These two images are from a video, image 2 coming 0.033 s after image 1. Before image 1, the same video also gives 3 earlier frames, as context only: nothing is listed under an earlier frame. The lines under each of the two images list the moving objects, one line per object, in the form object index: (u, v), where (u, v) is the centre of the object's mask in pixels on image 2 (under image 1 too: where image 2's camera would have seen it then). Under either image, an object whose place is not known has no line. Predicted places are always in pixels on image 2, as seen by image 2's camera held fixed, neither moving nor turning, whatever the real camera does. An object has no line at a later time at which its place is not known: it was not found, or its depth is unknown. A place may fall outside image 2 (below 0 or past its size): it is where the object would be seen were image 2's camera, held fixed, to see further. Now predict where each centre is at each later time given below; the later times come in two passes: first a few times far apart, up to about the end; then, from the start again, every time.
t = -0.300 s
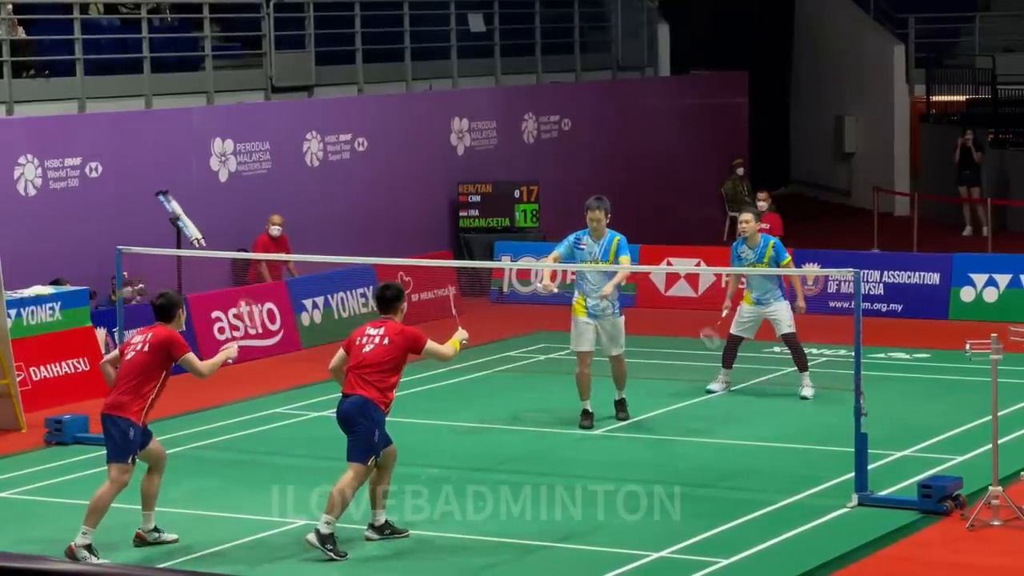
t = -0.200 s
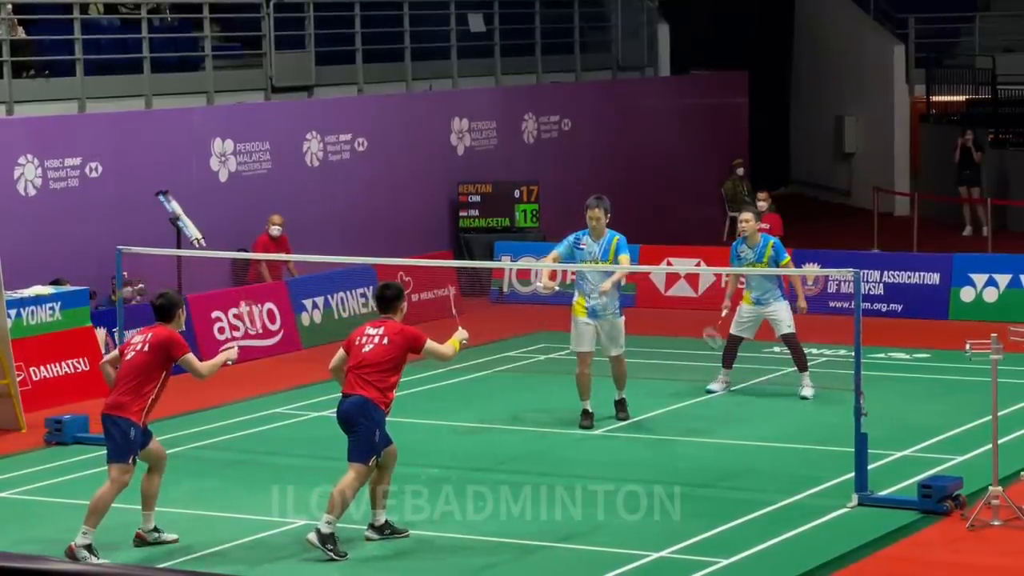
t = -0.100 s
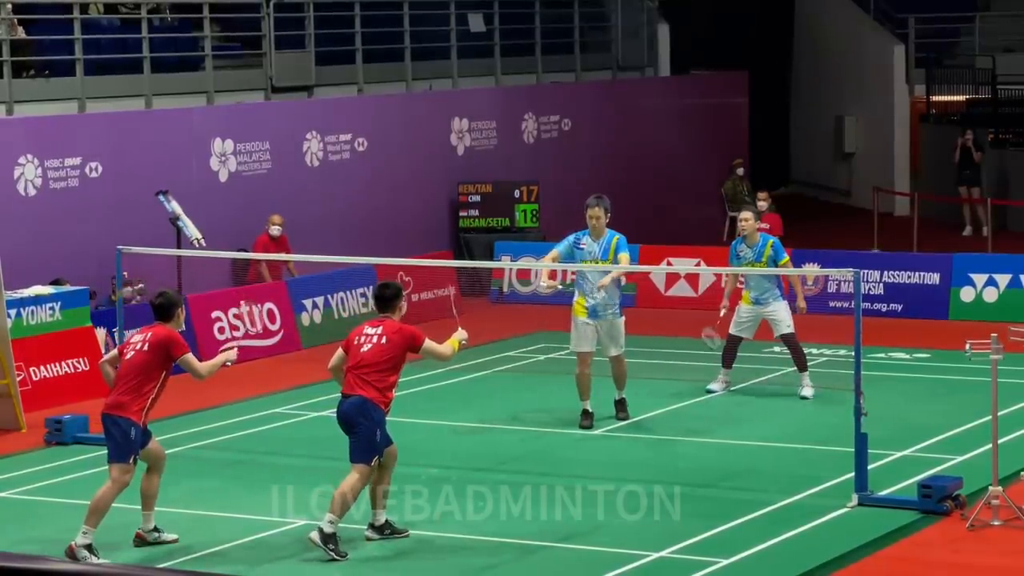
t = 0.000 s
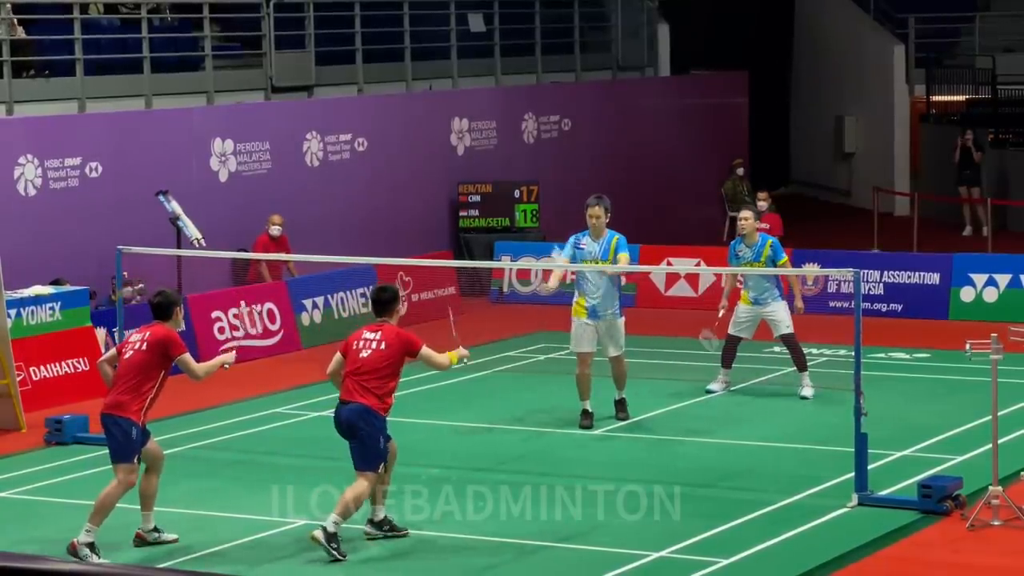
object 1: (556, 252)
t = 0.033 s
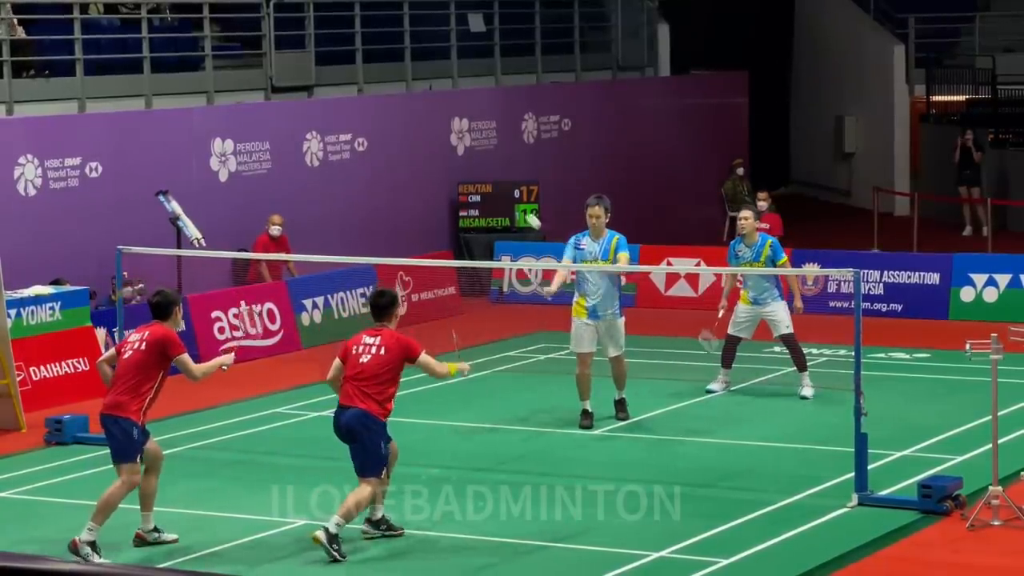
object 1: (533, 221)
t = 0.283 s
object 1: (368, 98)
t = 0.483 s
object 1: (271, 85)
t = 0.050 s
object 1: (519, 209)
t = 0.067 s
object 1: (506, 198)
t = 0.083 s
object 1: (493, 187)
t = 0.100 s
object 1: (481, 177)
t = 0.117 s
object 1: (470, 166)
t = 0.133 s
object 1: (459, 157)
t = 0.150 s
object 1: (448, 148)
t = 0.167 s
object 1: (437, 140)
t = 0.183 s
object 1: (427, 133)
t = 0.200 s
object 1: (417, 126)
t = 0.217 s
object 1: (407, 119)
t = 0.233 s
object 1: (397, 113)
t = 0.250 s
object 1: (387, 108)
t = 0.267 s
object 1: (378, 103)
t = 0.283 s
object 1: (368, 98)
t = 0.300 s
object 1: (361, 95)
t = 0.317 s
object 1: (352, 92)
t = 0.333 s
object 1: (343, 90)
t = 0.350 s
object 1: (334, 88)
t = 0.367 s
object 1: (325, 85)
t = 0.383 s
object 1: (317, 84)
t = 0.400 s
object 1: (309, 83)
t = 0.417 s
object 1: (301, 83)
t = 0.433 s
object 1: (293, 83)
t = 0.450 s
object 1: (285, 83)
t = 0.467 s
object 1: (279, 84)
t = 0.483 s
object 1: (271, 85)
